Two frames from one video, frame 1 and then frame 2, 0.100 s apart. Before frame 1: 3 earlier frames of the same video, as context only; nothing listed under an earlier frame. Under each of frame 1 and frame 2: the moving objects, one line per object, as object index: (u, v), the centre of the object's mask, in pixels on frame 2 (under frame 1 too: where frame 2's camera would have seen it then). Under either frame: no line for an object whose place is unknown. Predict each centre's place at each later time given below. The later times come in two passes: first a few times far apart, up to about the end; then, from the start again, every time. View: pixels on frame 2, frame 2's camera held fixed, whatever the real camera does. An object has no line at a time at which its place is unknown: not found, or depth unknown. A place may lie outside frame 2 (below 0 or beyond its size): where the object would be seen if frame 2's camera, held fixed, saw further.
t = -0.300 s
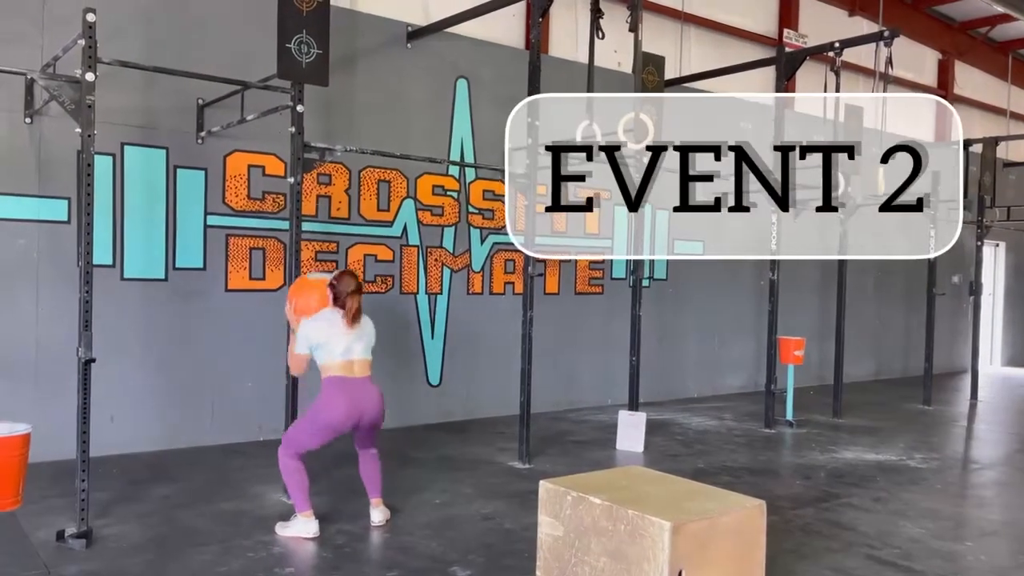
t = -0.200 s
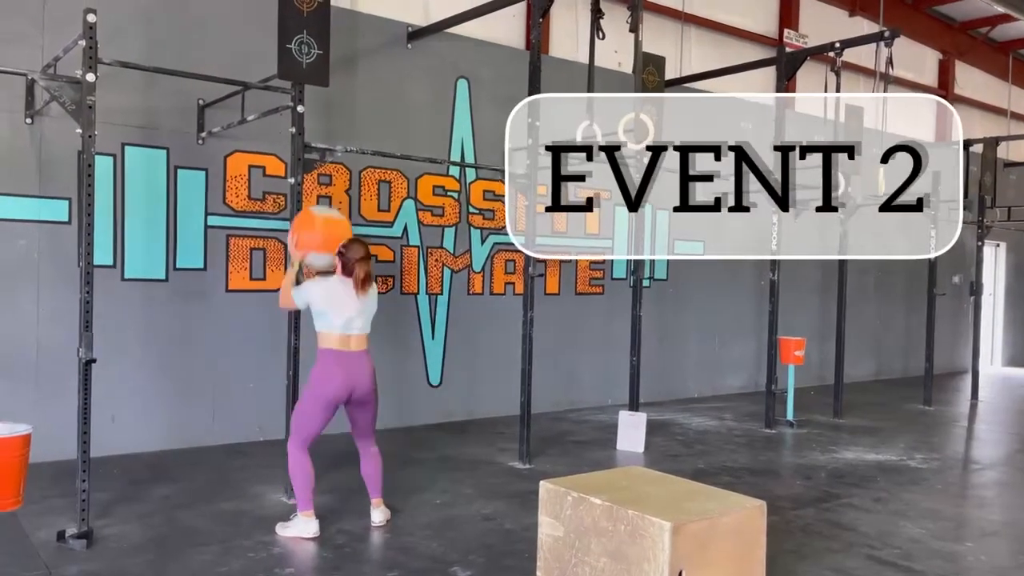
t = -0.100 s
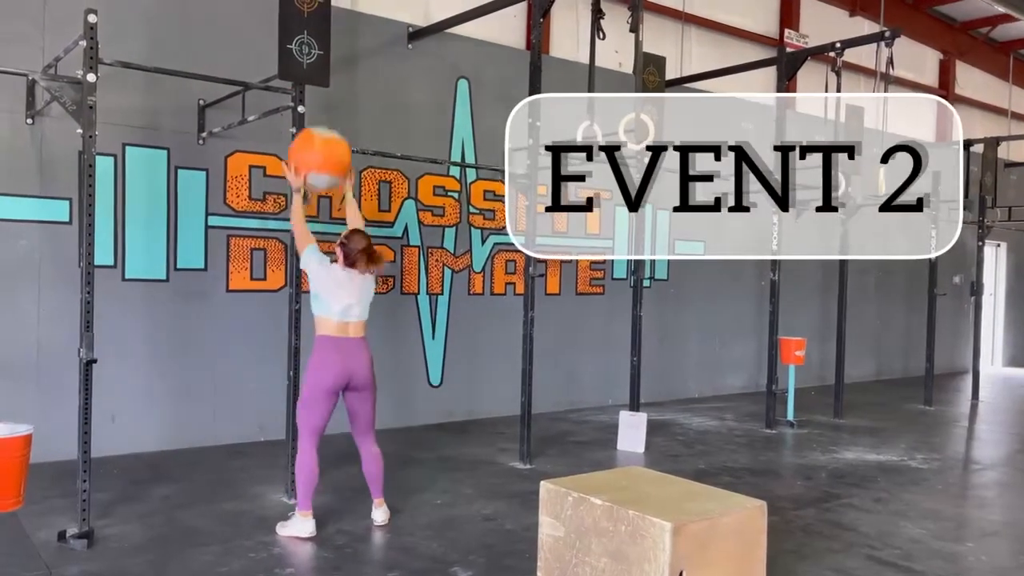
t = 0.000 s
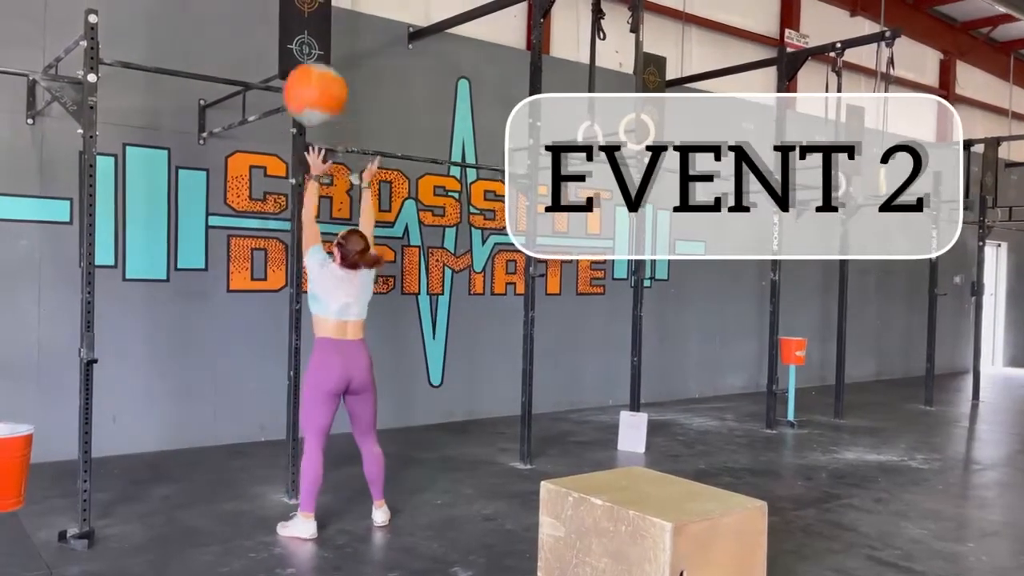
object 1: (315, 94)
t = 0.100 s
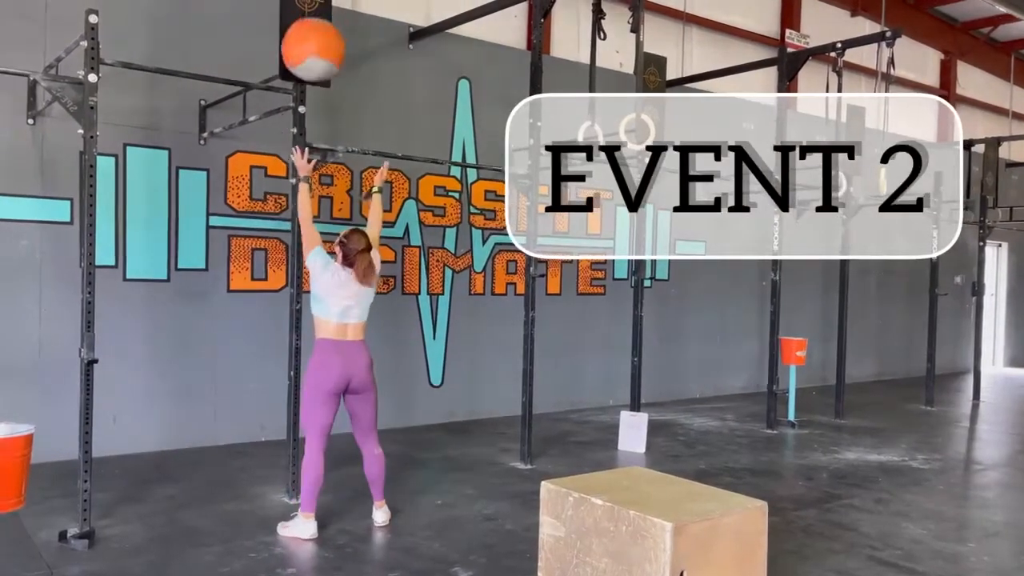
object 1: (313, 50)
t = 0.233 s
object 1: (318, 25)
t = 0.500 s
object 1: (327, 58)
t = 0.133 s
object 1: (314, 40)
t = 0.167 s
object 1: (315, 32)
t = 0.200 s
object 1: (316, 28)
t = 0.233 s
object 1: (318, 25)
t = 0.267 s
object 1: (319, 24)
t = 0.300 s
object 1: (321, 24)
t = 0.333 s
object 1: (322, 25)
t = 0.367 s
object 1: (323, 27)
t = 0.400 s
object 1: (324, 31)
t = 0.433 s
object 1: (325, 38)
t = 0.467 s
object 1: (325, 47)
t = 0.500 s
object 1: (327, 58)
